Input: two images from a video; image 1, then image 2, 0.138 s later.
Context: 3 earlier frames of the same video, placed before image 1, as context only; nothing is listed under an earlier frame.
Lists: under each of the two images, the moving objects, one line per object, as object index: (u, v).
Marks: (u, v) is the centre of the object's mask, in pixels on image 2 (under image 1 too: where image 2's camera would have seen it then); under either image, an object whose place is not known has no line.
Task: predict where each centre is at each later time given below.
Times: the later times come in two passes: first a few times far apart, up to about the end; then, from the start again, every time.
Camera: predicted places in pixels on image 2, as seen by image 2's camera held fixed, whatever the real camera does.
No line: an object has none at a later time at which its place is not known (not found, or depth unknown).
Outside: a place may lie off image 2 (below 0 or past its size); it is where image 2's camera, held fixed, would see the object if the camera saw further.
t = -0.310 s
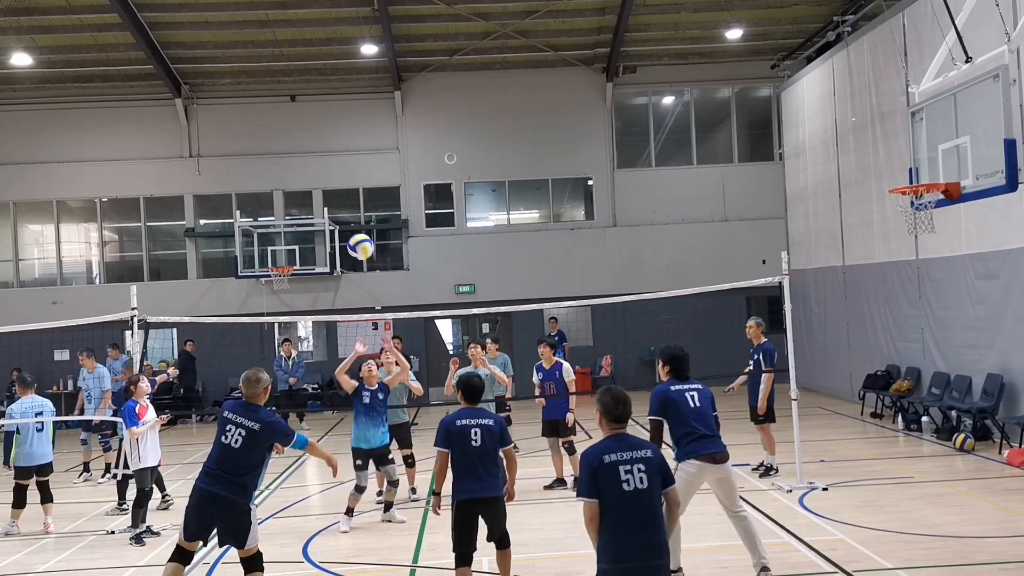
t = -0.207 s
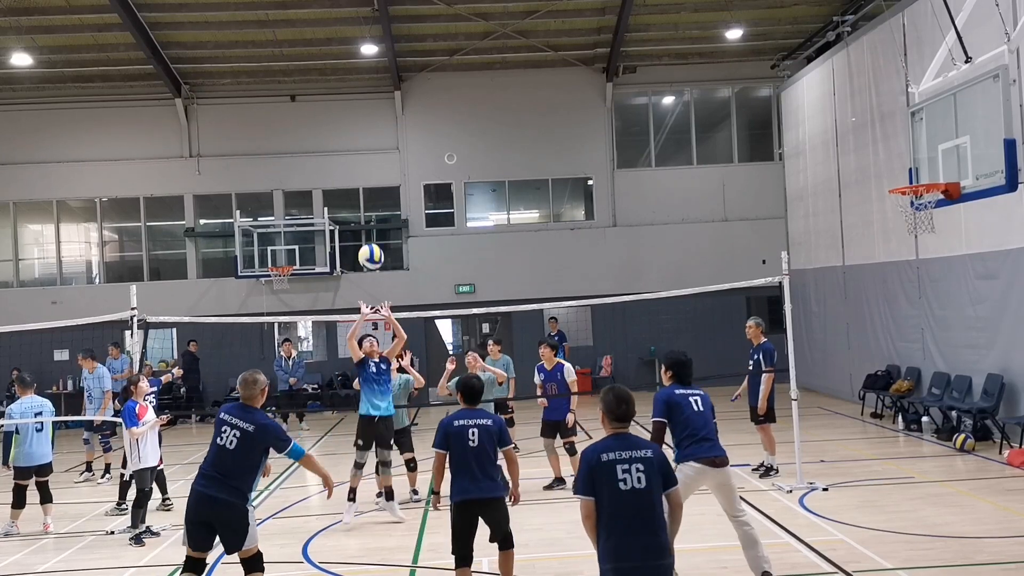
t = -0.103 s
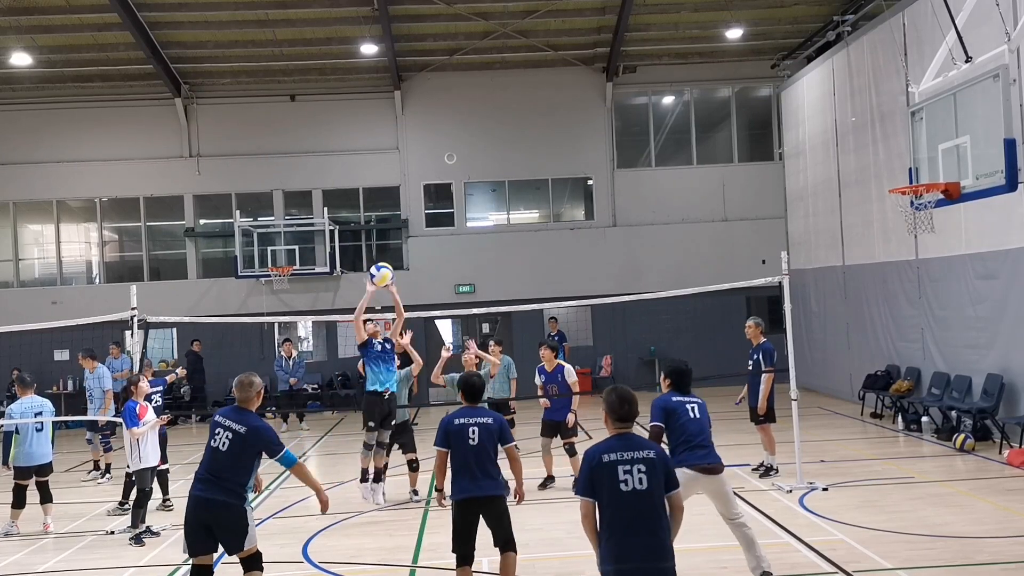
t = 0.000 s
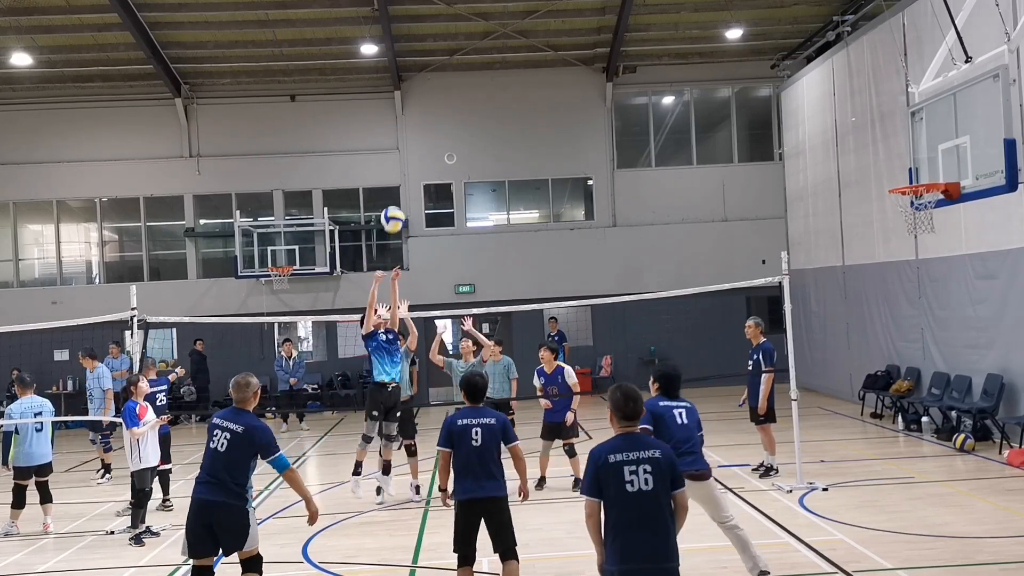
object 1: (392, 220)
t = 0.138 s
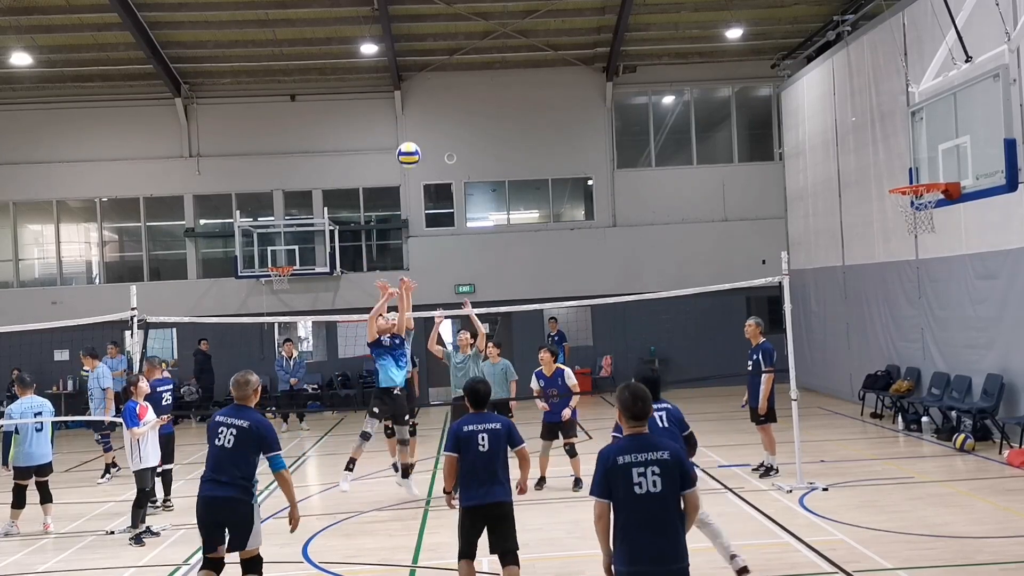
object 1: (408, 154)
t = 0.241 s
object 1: (421, 118)
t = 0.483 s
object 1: (452, 74)
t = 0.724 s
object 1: (486, 83)
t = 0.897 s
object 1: (514, 131)
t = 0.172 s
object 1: (412, 141)
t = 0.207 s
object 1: (417, 129)
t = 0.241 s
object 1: (421, 118)
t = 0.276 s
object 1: (425, 109)
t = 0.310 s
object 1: (430, 100)
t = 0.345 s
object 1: (434, 93)
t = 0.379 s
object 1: (439, 87)
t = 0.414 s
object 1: (443, 81)
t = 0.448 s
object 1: (448, 77)
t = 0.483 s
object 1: (452, 74)
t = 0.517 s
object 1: (457, 71)
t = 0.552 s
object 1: (462, 72)
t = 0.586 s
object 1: (467, 71)
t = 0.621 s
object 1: (471, 73)
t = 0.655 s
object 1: (476, 75)
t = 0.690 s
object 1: (481, 79)
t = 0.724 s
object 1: (486, 83)
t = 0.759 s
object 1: (495, 95)
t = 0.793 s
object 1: (500, 102)
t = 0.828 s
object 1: (504, 111)
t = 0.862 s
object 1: (509, 121)
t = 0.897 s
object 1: (514, 131)
